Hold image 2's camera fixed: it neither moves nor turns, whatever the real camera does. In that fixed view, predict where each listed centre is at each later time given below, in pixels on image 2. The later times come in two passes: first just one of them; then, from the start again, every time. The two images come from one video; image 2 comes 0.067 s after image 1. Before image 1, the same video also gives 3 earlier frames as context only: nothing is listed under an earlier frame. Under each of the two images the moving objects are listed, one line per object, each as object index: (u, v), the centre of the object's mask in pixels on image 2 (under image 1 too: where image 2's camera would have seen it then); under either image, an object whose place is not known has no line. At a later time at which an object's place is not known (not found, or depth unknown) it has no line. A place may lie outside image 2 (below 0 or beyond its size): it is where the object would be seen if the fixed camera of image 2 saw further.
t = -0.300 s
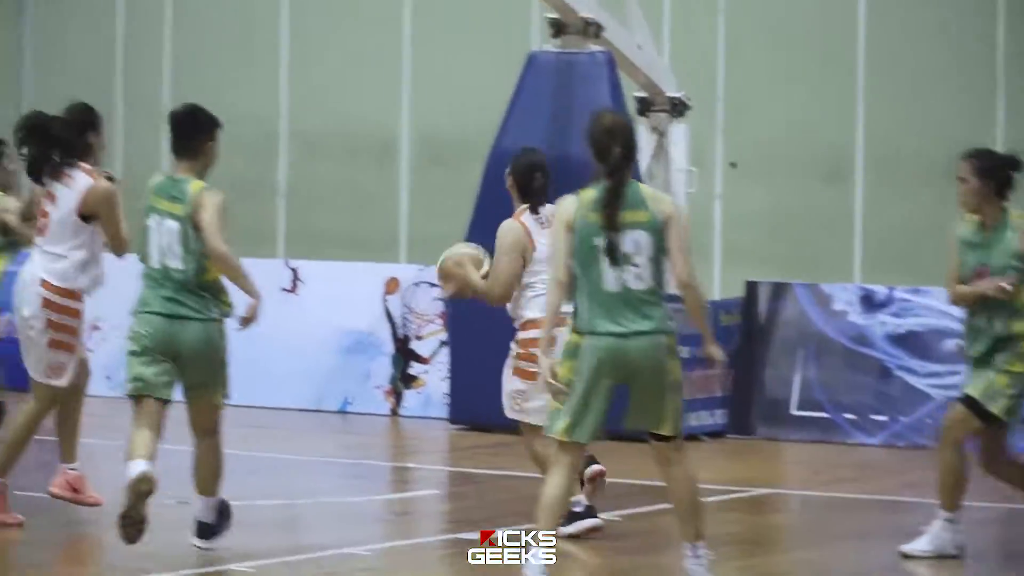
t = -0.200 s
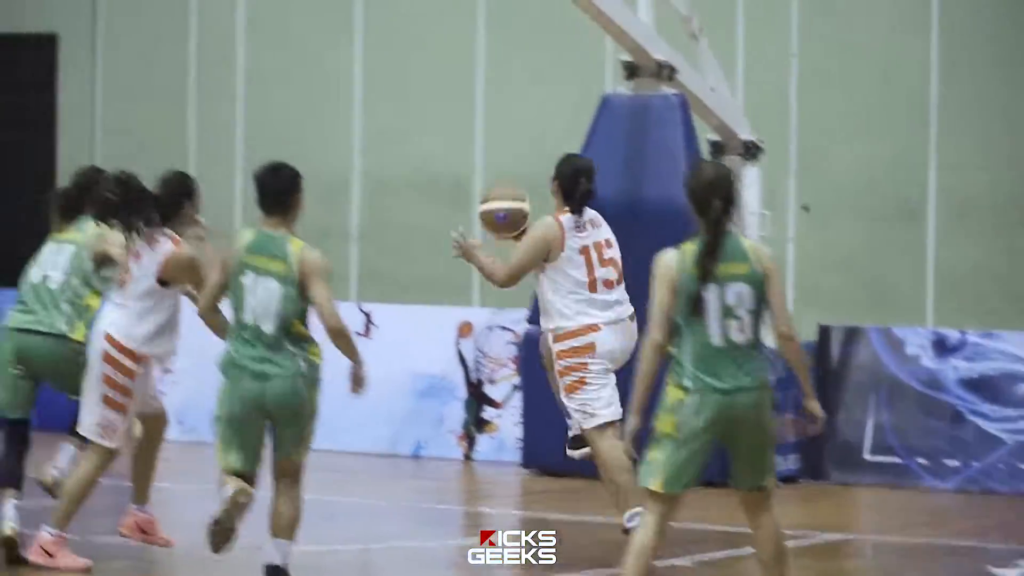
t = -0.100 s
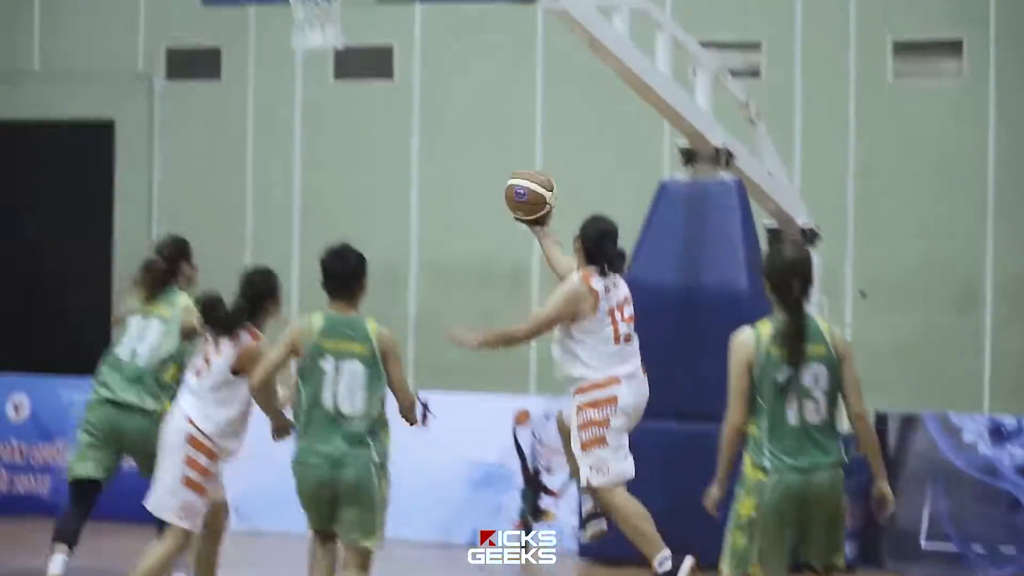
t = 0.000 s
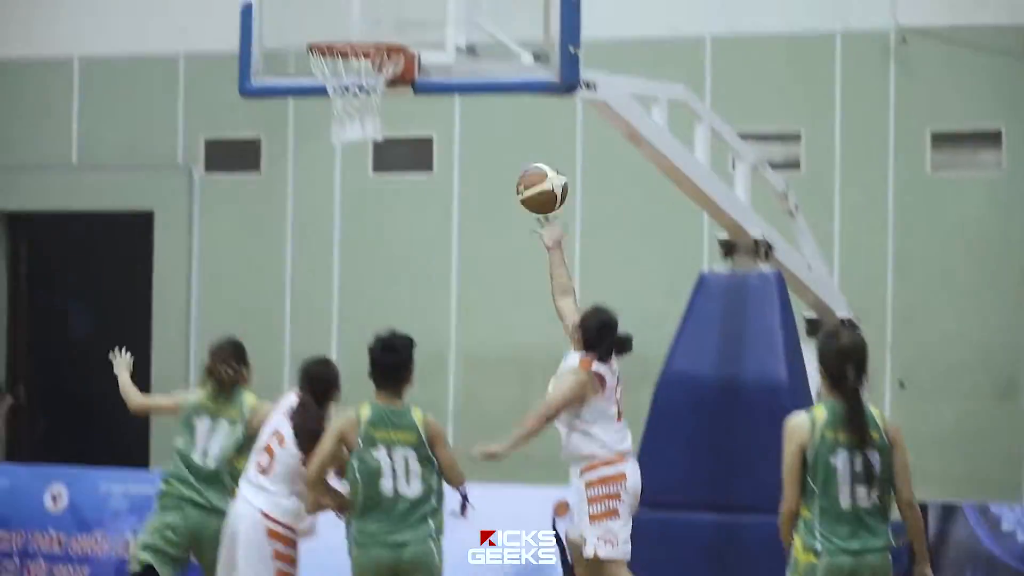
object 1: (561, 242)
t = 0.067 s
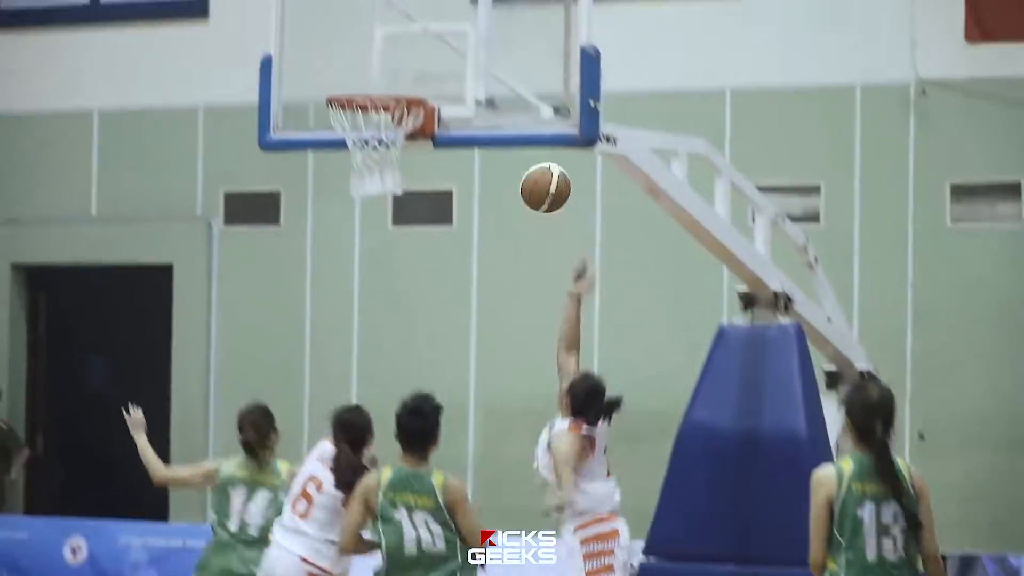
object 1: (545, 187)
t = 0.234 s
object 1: (506, 98)
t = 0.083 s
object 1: (541, 175)
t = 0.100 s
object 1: (537, 164)
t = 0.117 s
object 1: (533, 154)
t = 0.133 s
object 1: (529, 144)
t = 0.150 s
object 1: (525, 134)
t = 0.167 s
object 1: (521, 125)
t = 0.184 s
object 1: (517, 119)
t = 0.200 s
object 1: (514, 111)
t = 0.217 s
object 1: (510, 104)
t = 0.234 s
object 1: (506, 98)
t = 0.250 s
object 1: (501, 94)
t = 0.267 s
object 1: (497, 88)
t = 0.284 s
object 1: (493, 84)
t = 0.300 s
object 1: (489, 80)
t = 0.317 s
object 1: (485, 76)
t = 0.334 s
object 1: (481, 74)
